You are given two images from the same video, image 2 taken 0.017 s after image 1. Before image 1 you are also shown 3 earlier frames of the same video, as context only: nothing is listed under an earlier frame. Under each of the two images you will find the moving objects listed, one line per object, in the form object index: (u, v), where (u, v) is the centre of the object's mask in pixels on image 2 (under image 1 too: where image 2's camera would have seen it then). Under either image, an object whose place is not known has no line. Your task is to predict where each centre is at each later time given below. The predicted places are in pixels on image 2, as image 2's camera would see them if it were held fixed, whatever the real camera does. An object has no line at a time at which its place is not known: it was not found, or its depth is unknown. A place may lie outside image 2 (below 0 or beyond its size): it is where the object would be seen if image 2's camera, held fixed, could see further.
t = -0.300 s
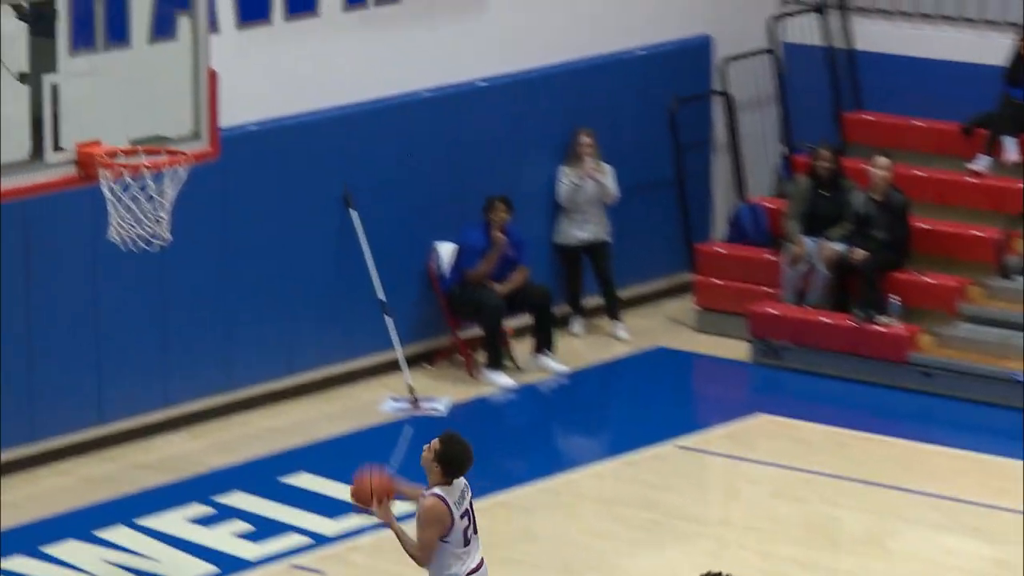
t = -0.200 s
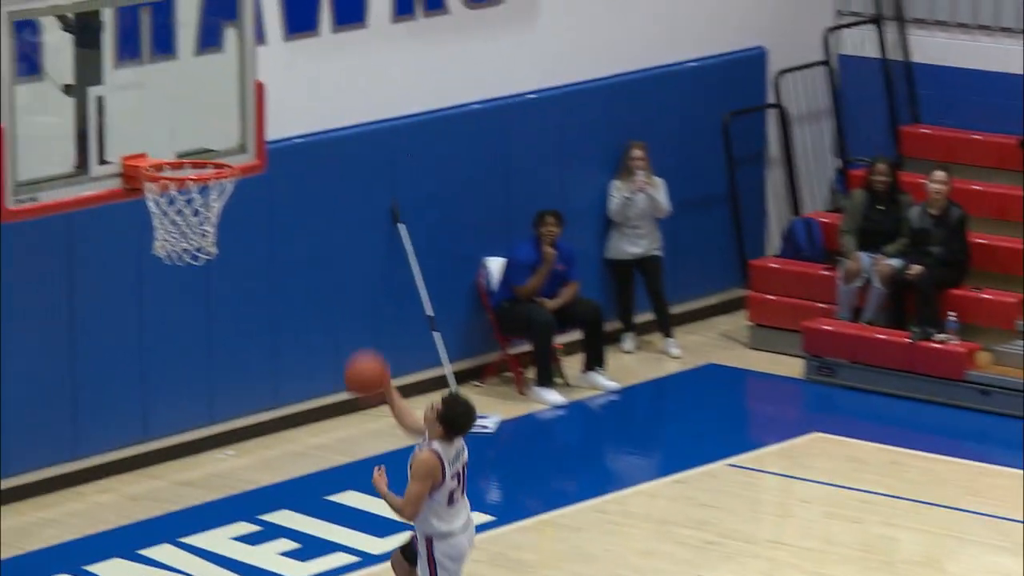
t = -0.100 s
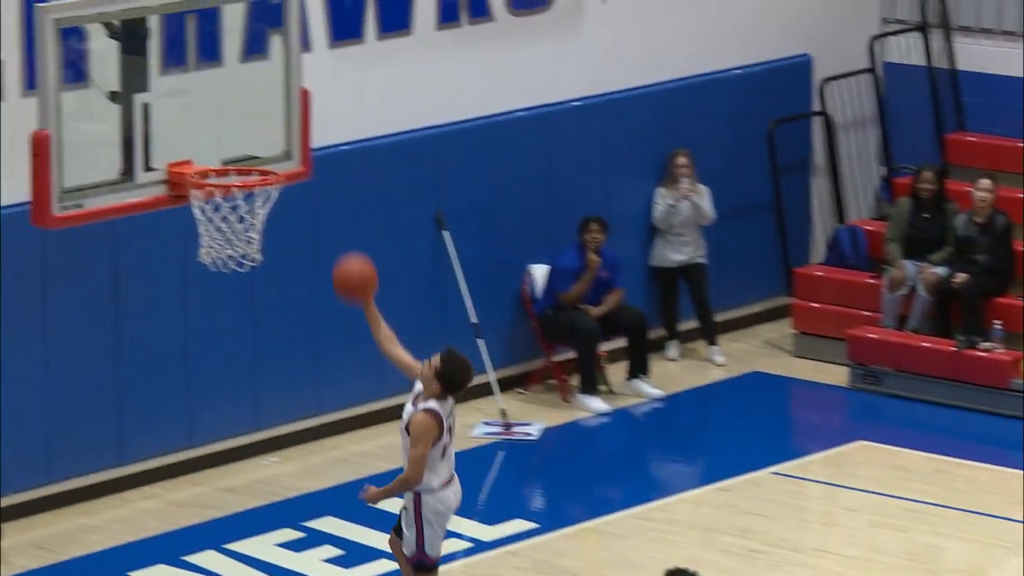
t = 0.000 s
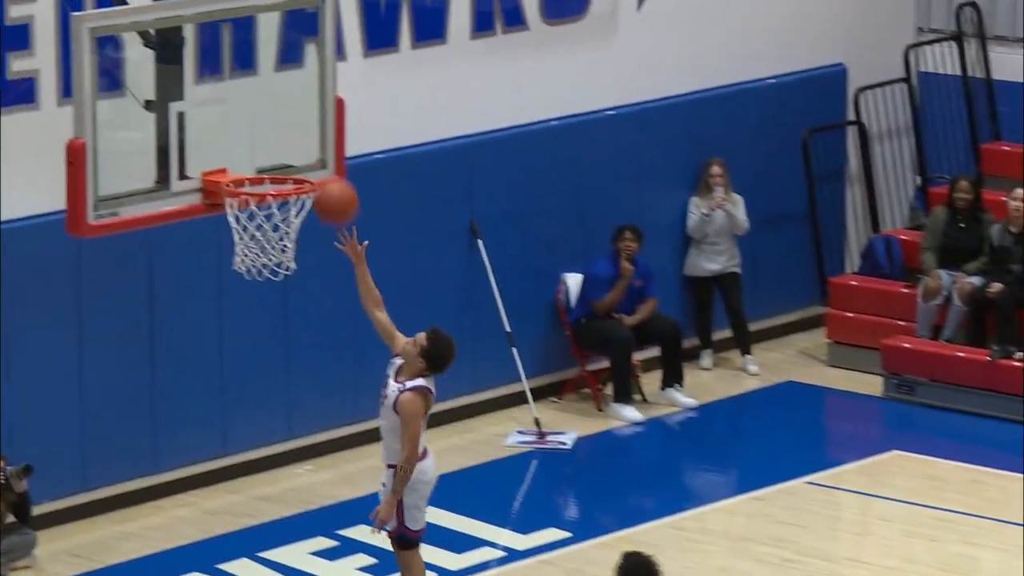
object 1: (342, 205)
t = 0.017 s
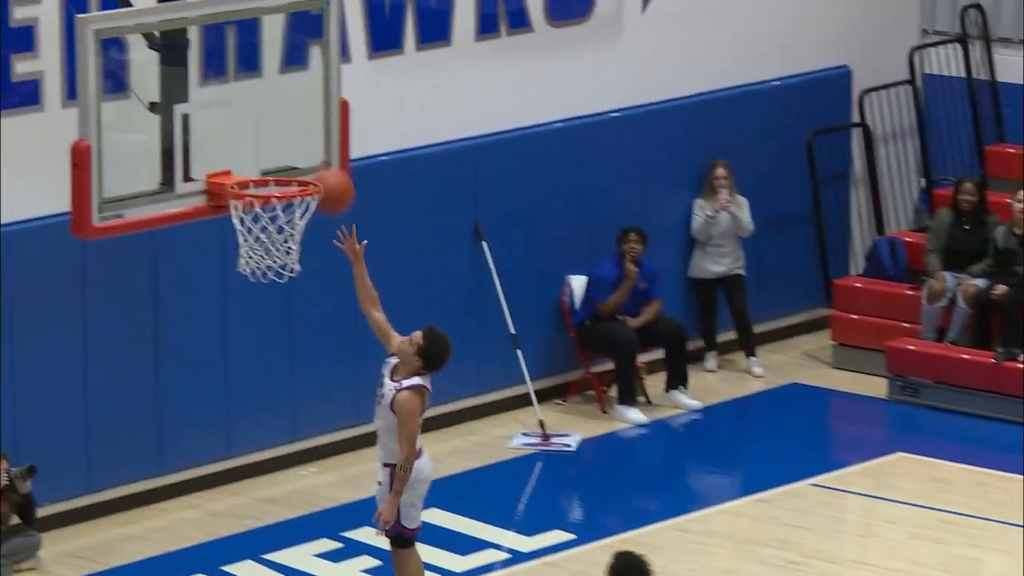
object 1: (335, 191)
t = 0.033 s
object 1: (325, 175)
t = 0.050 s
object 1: (312, 163)
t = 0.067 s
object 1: (303, 155)
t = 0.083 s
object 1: (299, 148)
